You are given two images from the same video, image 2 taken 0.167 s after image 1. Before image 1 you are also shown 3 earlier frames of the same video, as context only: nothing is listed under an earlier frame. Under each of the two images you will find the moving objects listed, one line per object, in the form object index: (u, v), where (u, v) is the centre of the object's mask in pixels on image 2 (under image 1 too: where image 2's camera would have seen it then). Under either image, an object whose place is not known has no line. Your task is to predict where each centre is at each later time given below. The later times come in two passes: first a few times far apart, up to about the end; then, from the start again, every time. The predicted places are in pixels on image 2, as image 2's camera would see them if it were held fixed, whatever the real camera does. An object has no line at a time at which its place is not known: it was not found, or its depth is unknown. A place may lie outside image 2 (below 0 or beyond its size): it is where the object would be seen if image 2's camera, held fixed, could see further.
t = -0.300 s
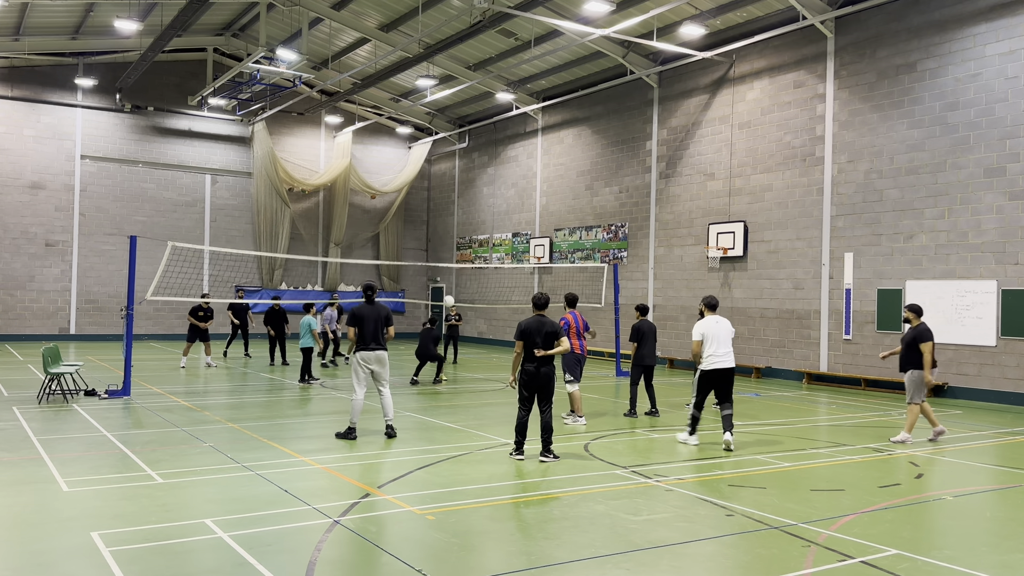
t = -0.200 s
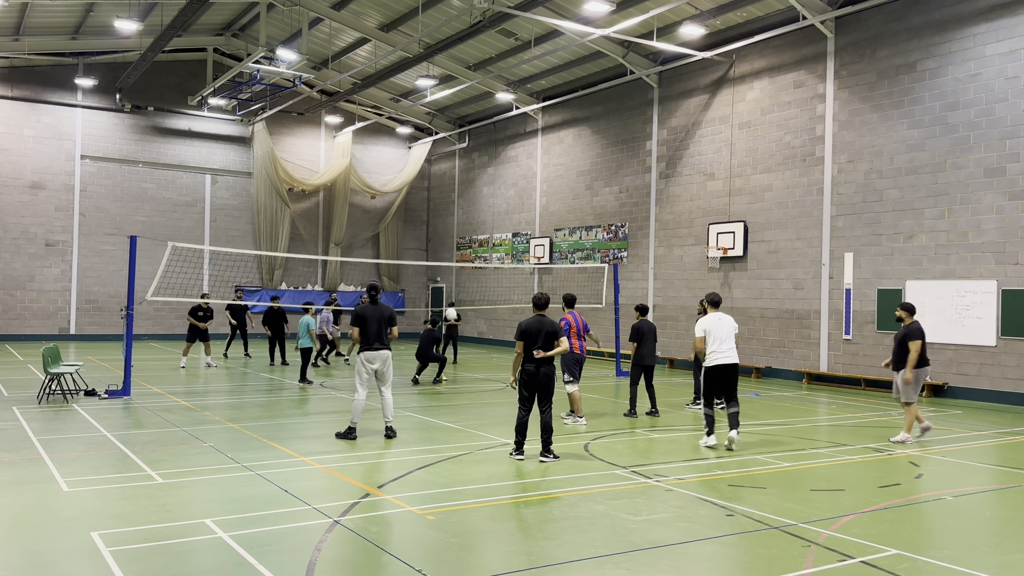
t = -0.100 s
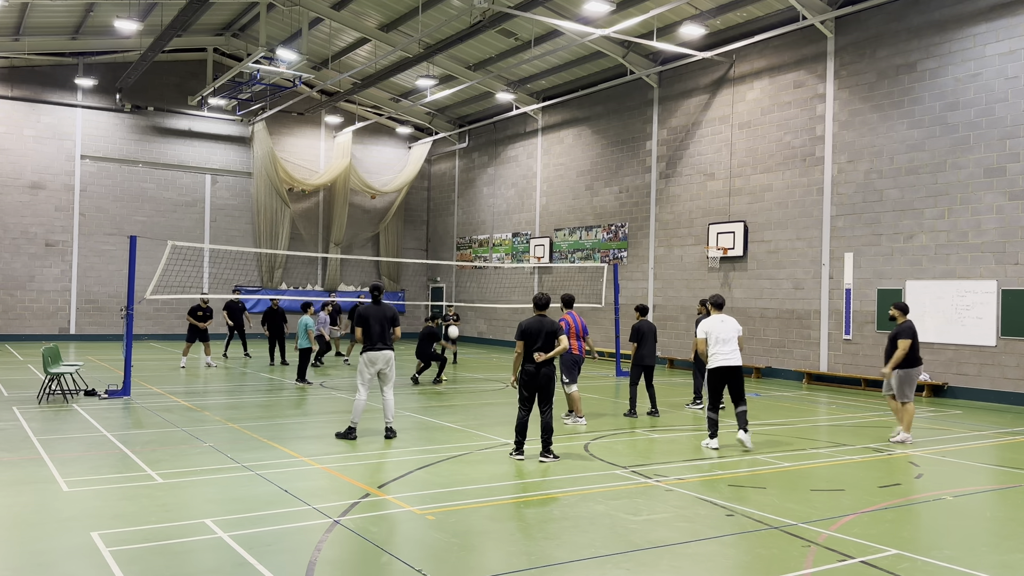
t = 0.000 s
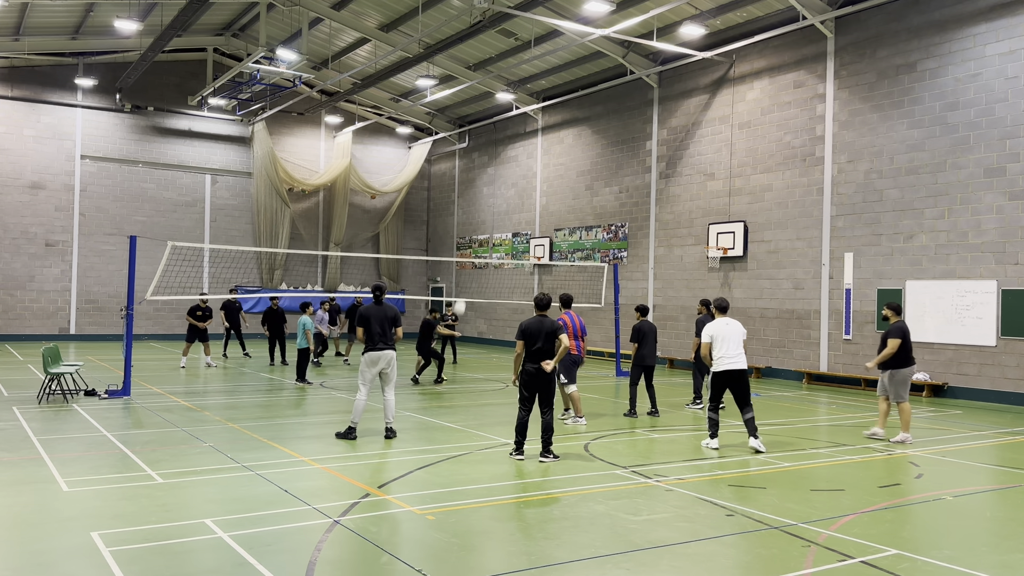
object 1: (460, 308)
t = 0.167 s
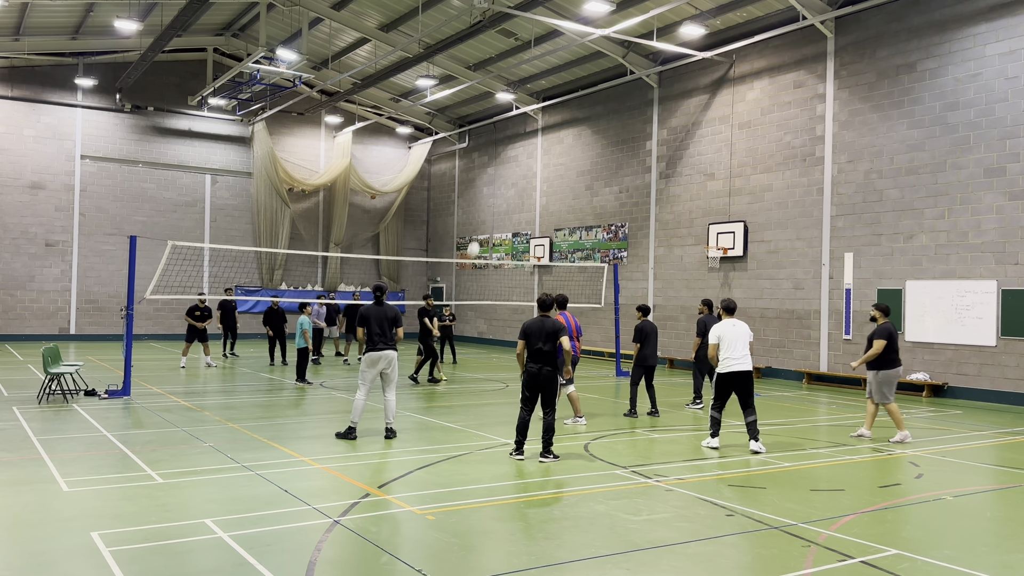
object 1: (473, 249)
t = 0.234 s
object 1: (478, 229)
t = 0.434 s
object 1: (495, 181)
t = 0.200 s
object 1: (476, 239)
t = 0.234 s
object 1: (478, 229)
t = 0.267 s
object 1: (481, 220)
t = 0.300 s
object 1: (484, 212)
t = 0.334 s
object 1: (486, 203)
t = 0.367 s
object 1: (489, 195)
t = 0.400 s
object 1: (492, 188)
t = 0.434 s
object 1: (495, 181)
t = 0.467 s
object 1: (498, 175)
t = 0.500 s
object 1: (501, 169)
